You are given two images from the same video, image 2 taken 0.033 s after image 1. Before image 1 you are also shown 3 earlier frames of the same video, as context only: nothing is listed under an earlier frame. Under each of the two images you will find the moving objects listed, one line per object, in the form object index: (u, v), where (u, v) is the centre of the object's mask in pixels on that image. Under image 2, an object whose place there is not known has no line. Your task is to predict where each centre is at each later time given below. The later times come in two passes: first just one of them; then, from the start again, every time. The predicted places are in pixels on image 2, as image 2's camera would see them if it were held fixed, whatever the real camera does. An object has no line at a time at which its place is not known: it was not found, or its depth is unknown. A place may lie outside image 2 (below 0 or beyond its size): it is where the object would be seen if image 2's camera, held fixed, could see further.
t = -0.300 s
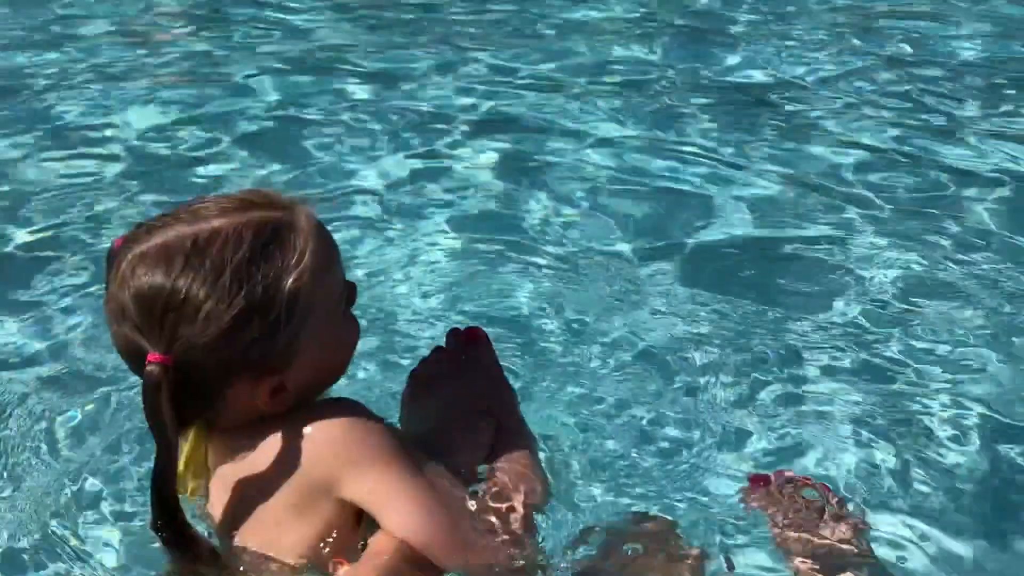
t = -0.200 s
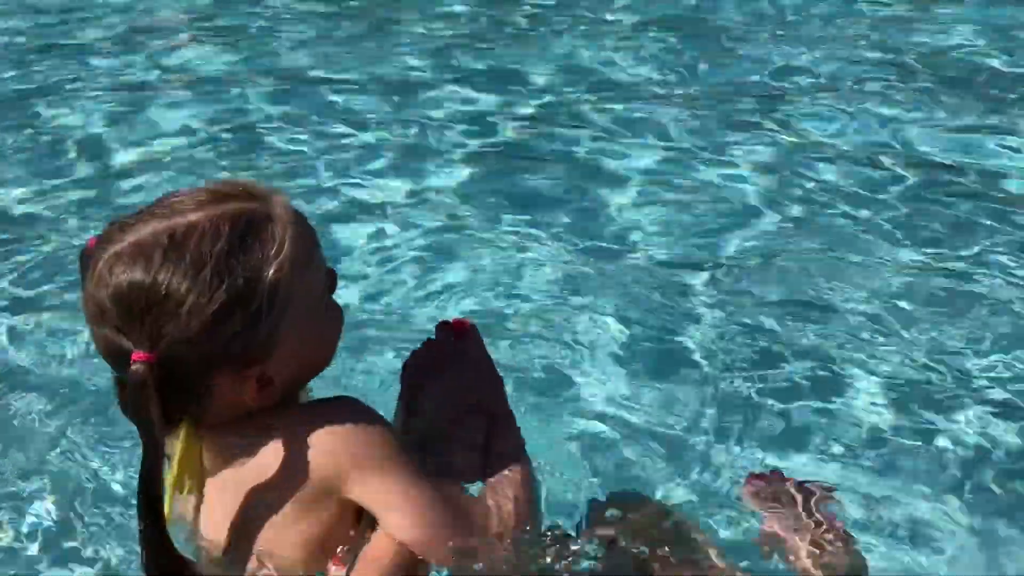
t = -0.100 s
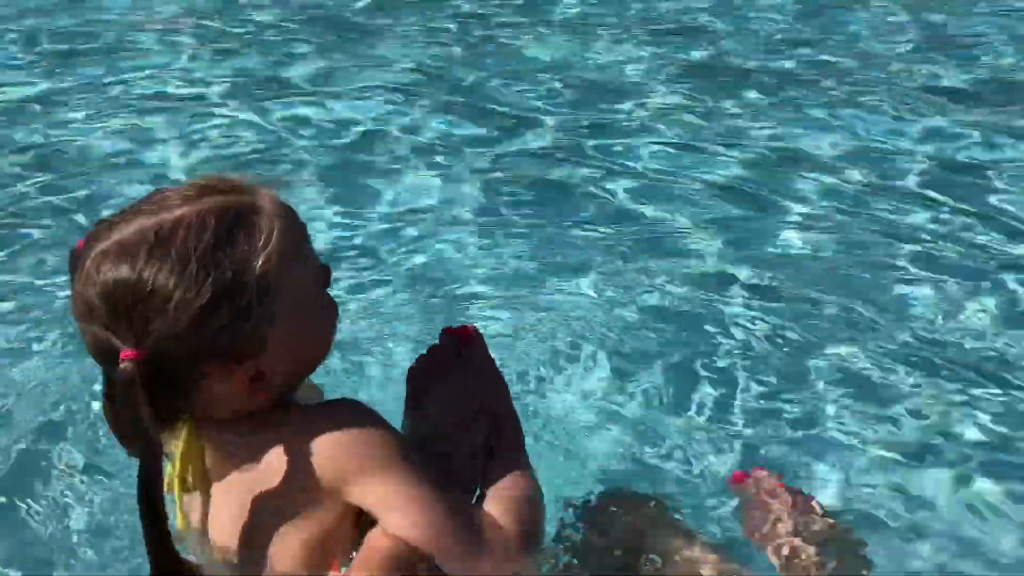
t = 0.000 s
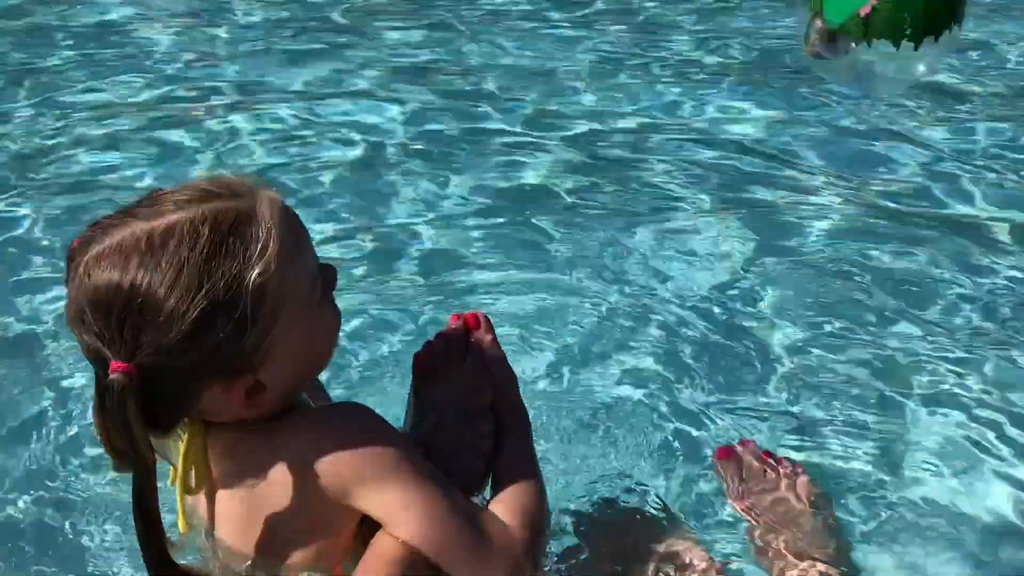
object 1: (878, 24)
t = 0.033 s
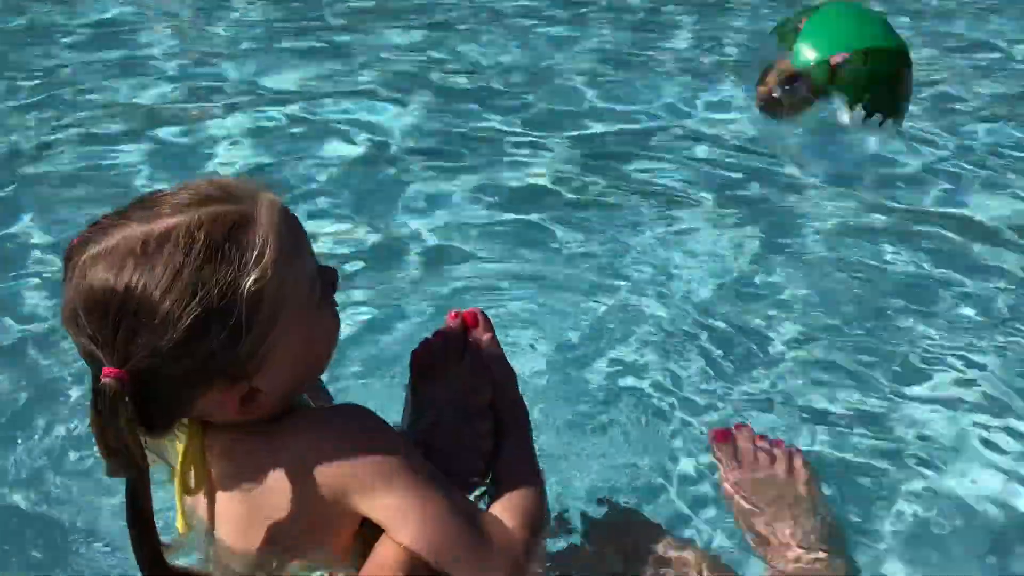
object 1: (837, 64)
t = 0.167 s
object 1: (758, 133)
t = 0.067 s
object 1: (792, 113)
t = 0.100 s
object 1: (772, 128)
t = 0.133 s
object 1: (763, 133)
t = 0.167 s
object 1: (758, 133)
